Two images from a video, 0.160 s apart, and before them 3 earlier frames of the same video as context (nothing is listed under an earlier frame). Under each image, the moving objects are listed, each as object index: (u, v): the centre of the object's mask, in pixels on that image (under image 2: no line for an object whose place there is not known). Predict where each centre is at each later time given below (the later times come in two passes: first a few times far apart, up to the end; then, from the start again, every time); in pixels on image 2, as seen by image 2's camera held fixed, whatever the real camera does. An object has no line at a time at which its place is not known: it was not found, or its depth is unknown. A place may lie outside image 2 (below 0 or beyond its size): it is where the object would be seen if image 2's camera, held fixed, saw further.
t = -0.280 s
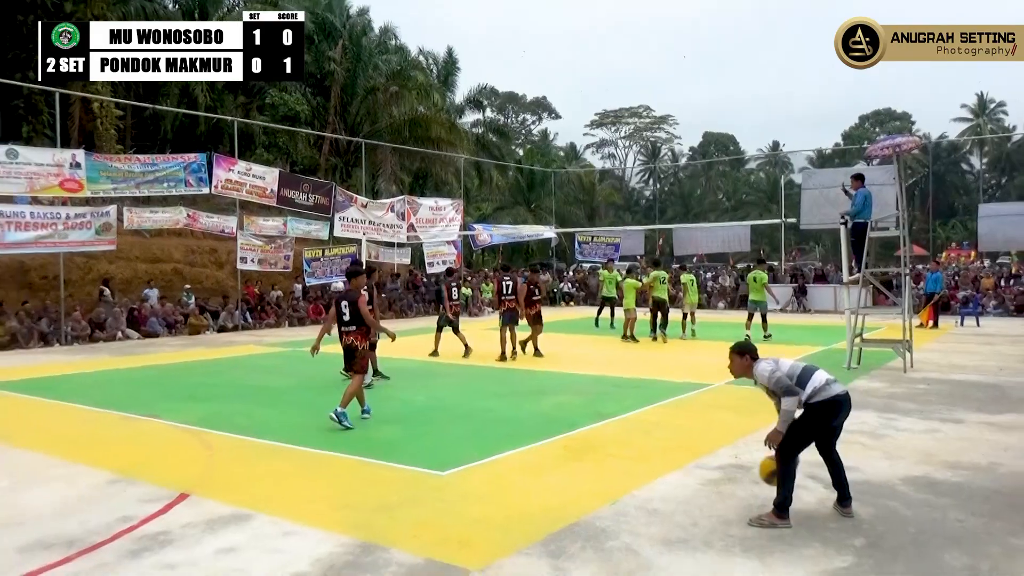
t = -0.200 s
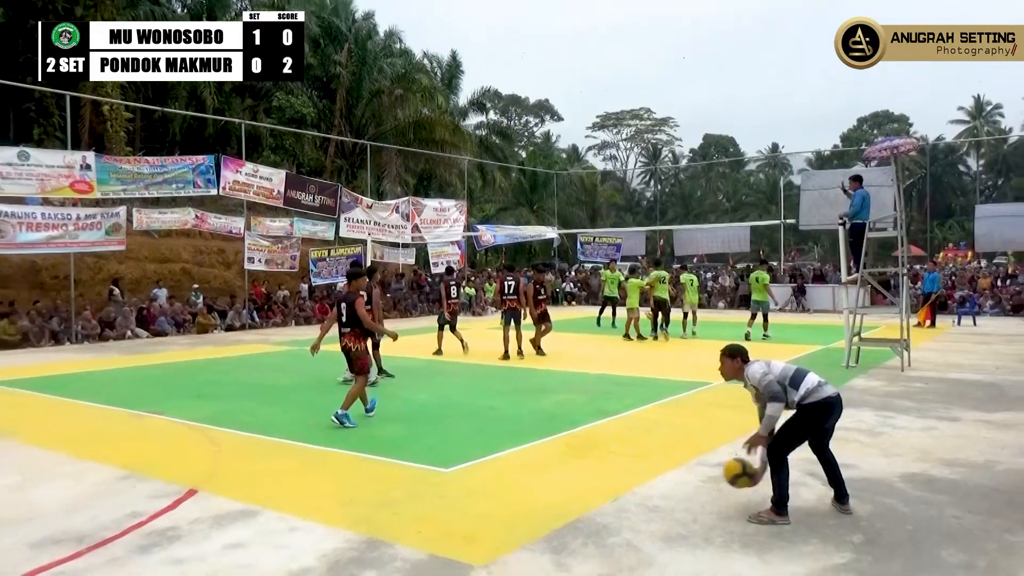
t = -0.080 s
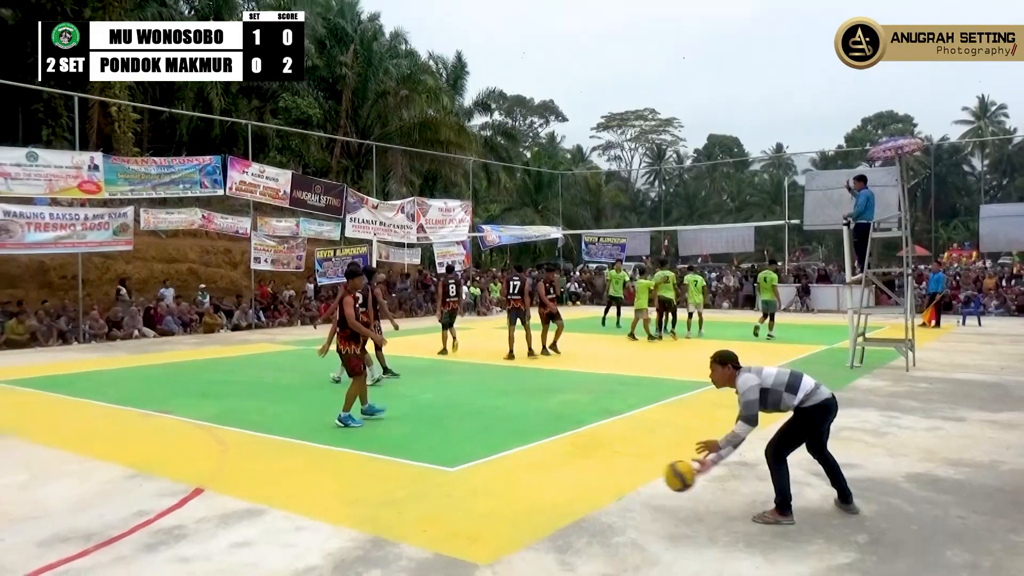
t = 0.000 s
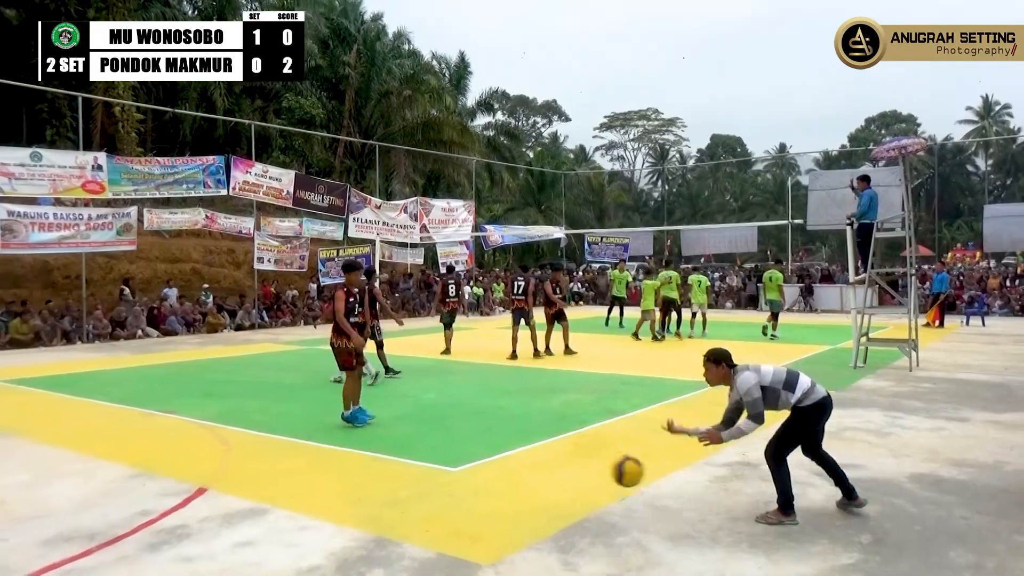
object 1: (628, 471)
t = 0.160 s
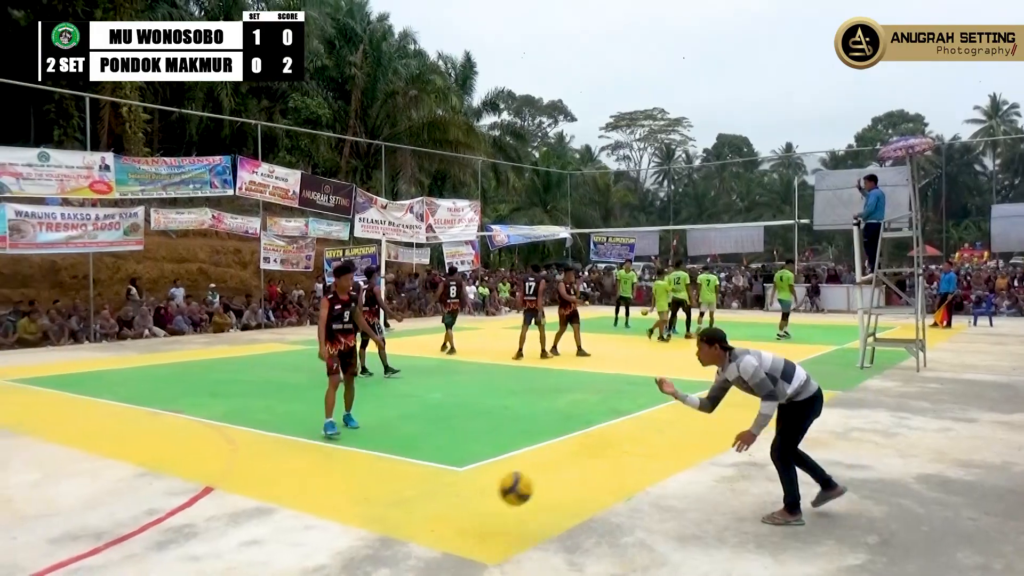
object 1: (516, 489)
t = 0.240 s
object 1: (454, 513)
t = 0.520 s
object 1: (269, 515)
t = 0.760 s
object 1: (98, 565)
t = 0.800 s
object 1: (67, 561)
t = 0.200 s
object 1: (485, 499)
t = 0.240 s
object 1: (454, 513)
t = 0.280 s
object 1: (421, 532)
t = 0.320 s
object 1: (396, 529)
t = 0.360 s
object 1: (372, 521)
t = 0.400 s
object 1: (347, 515)
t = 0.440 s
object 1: (322, 513)
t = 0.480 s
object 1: (296, 513)
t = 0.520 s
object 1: (269, 515)
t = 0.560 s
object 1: (242, 519)
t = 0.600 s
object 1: (214, 528)
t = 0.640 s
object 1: (186, 539)
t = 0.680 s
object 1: (158, 554)
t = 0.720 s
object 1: (128, 566)
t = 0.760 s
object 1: (98, 565)
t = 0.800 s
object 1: (67, 561)
